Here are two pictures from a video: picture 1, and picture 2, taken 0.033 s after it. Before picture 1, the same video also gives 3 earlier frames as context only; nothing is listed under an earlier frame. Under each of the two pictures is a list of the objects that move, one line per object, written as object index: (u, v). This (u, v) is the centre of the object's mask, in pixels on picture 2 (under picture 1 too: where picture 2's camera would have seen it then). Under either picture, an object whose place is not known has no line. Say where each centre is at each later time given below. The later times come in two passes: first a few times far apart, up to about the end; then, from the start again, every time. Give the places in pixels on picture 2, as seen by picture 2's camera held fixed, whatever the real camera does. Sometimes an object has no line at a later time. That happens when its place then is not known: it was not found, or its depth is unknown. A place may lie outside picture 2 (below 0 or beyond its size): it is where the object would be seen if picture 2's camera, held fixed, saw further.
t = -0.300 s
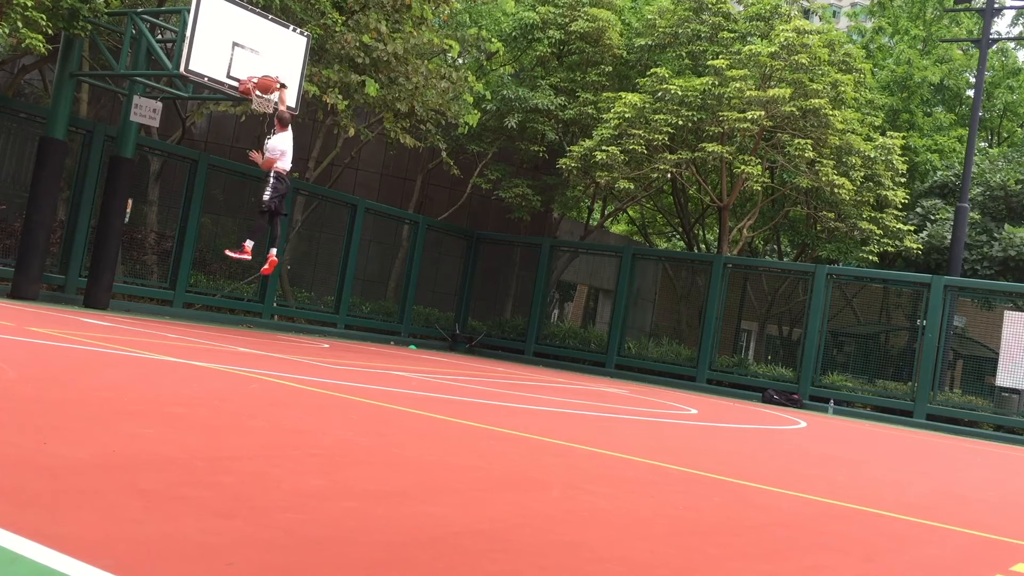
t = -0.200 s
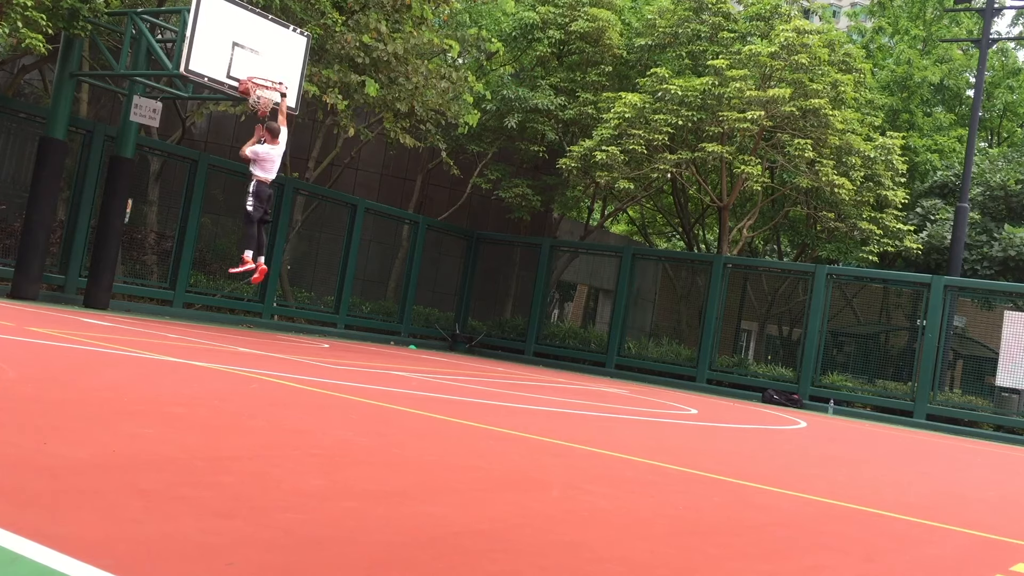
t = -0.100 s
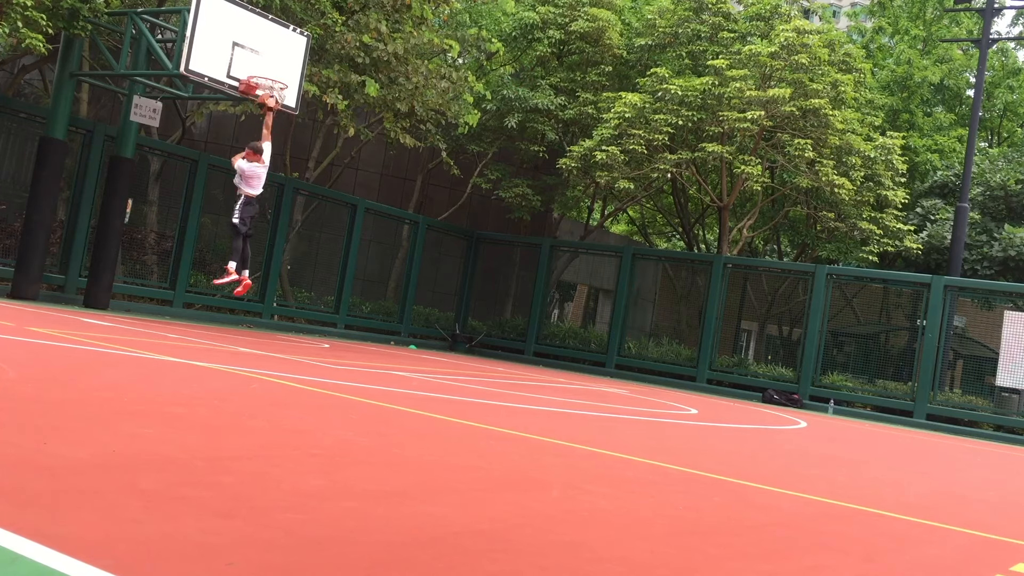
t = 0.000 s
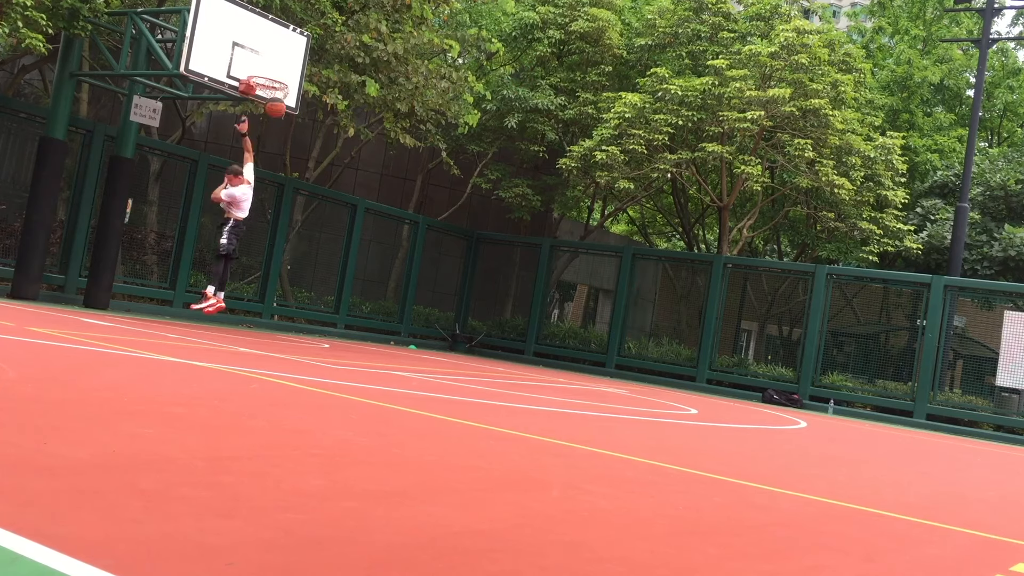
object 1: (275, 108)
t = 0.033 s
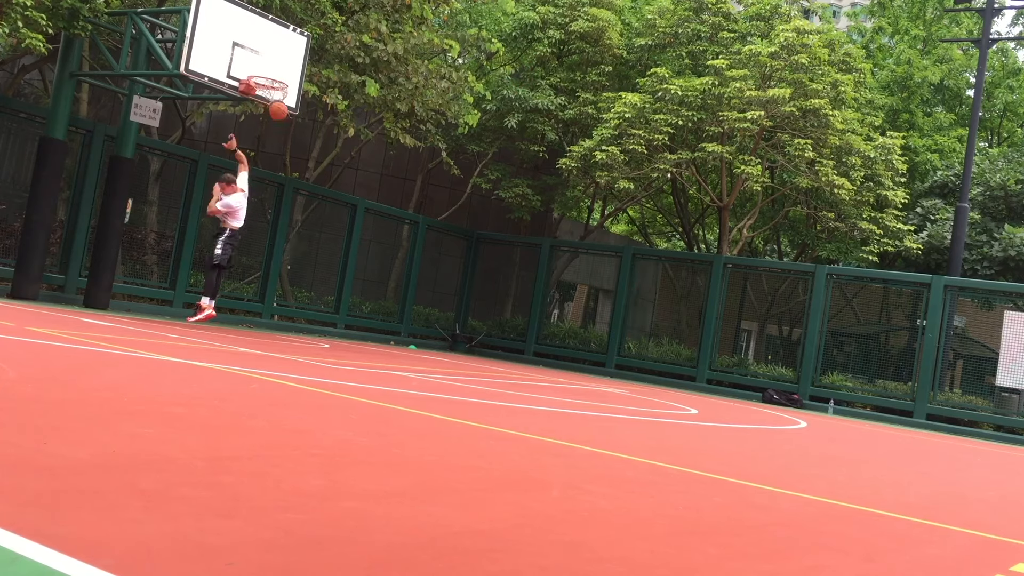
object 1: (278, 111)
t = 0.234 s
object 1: (287, 147)
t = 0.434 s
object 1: (290, 217)
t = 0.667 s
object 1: (288, 326)
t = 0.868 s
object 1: (311, 240)
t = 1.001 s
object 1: (324, 201)
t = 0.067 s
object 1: (279, 114)
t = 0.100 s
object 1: (281, 119)
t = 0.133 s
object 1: (283, 124)
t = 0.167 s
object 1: (284, 131)
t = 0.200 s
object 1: (286, 139)
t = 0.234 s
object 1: (287, 147)
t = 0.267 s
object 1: (288, 157)
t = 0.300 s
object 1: (288, 167)
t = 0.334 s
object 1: (290, 178)
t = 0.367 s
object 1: (290, 190)
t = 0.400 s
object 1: (290, 203)
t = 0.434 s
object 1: (290, 217)
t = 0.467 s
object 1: (290, 232)
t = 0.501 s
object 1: (290, 248)
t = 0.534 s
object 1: (289, 265)
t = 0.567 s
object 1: (289, 283)
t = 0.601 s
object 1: (288, 302)
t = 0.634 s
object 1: (287, 321)
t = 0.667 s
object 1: (288, 326)
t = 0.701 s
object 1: (292, 309)
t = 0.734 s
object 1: (296, 293)
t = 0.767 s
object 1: (300, 278)
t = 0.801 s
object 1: (304, 264)
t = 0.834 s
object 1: (308, 252)
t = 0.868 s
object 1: (311, 240)
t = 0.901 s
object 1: (315, 228)
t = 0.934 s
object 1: (318, 218)
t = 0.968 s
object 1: (321, 209)
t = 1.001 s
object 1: (324, 201)
